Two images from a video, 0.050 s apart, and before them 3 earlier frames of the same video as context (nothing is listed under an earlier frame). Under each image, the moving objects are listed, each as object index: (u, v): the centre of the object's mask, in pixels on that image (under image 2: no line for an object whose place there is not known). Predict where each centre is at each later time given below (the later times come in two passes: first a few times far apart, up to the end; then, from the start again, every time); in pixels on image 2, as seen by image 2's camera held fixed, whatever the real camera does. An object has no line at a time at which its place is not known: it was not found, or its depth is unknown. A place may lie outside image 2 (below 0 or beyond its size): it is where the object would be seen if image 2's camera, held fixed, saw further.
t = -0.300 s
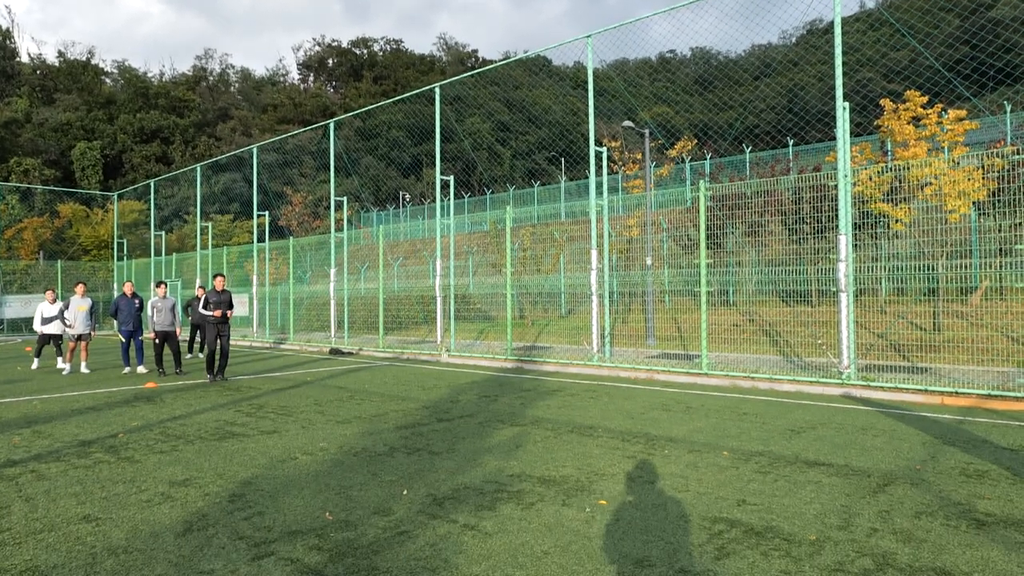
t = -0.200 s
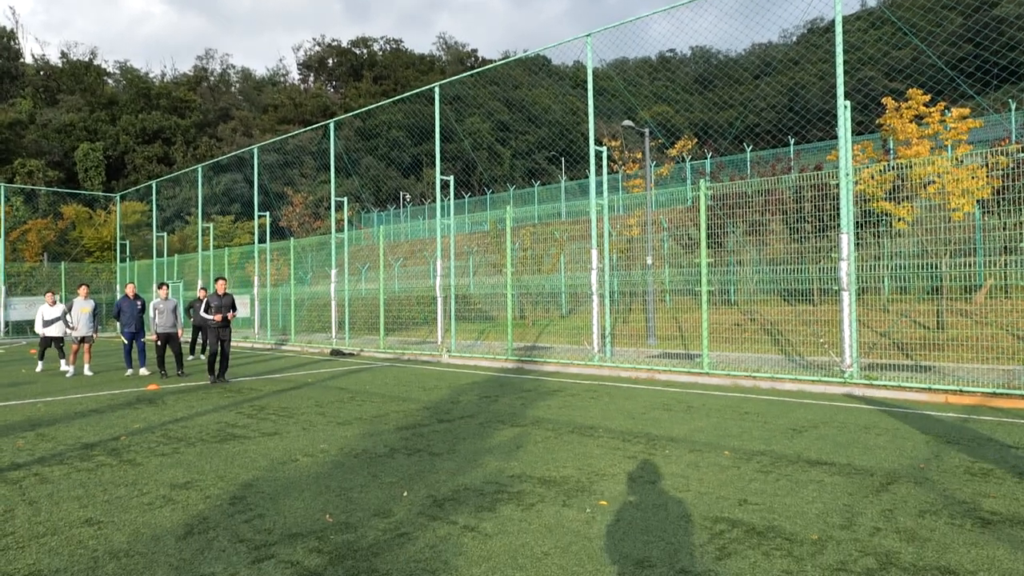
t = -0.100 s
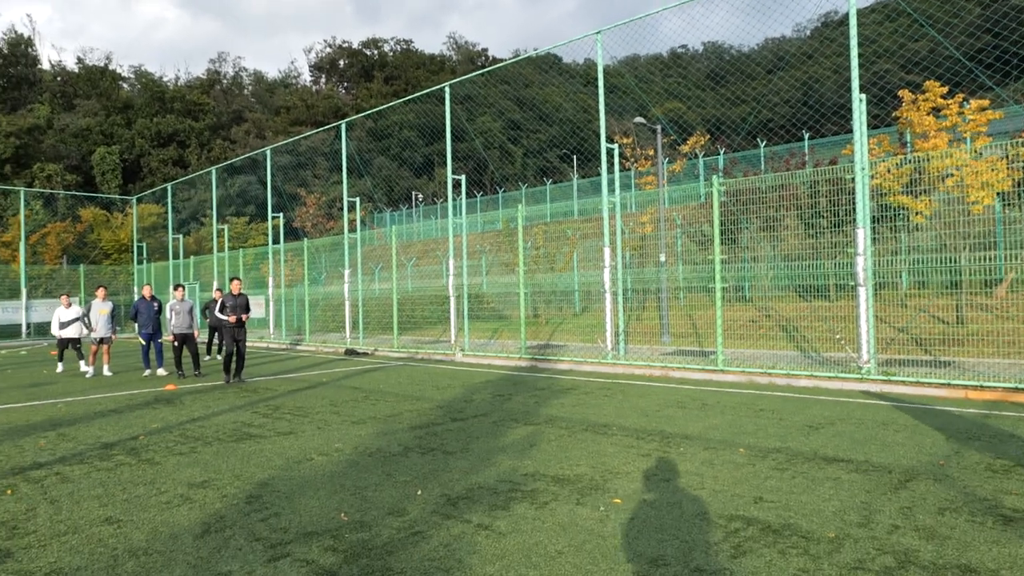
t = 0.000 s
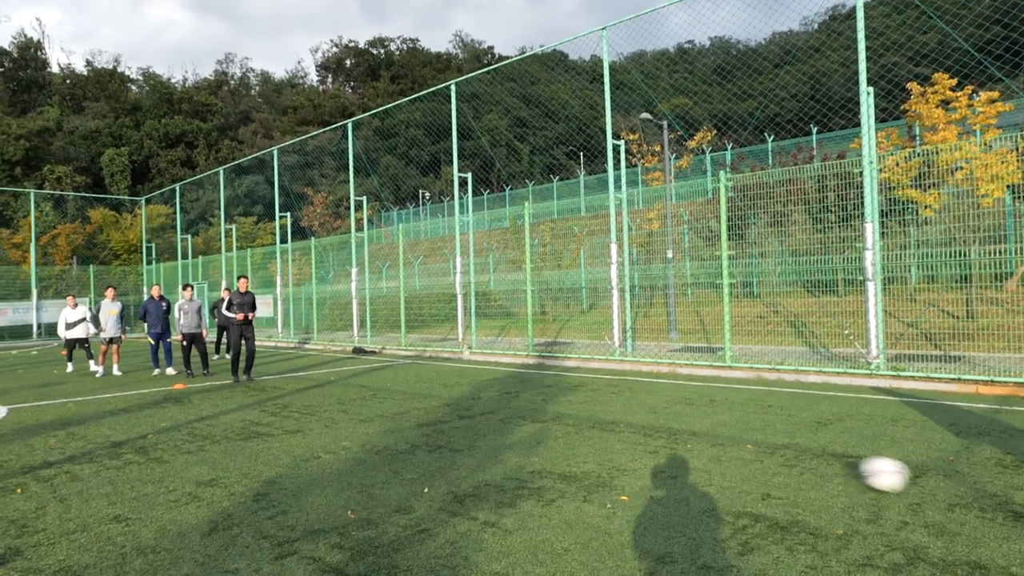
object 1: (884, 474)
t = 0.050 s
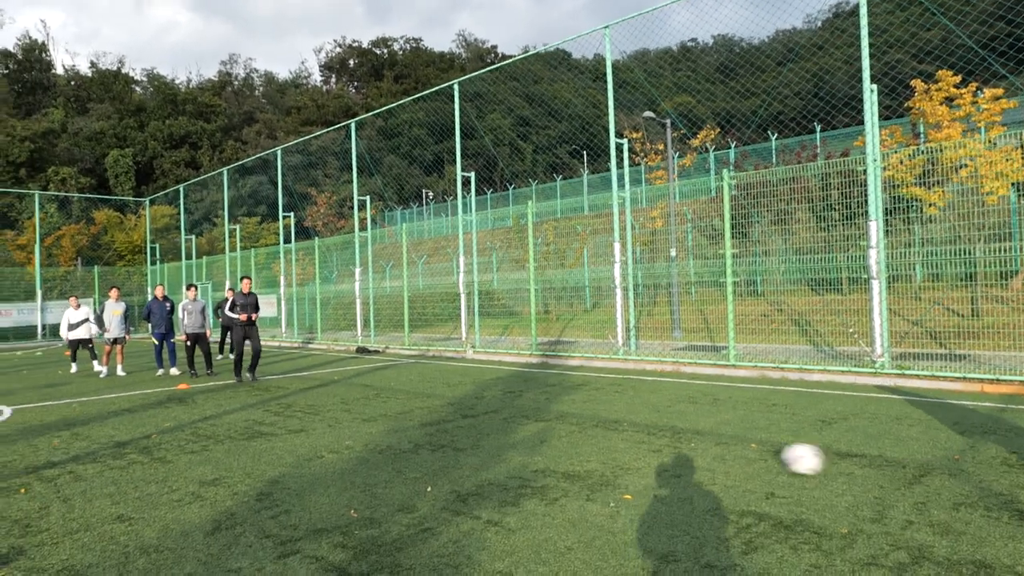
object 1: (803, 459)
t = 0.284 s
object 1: (557, 419)
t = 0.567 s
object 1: (412, 393)
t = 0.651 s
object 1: (385, 386)
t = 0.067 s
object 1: (777, 455)
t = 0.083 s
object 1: (755, 452)
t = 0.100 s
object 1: (732, 449)
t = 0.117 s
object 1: (711, 445)
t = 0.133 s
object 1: (692, 442)
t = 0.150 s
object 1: (674, 439)
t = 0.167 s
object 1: (657, 436)
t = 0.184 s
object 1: (640, 433)
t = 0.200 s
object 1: (625, 431)
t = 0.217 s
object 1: (609, 429)
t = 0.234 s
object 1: (595, 426)
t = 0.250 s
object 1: (582, 424)
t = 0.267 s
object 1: (569, 421)
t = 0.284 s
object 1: (557, 419)
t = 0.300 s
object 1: (545, 417)
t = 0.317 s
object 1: (534, 415)
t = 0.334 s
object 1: (524, 413)
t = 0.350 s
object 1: (513, 412)
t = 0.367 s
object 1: (504, 410)
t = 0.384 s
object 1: (494, 409)
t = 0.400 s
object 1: (486, 407)
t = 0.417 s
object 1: (477, 405)
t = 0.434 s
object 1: (469, 404)
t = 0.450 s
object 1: (461, 402)
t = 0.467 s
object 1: (453, 400)
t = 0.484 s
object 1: (446, 399)
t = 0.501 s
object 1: (438, 397)
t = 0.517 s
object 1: (431, 396)
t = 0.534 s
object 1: (425, 395)
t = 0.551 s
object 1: (419, 394)
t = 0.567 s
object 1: (412, 393)
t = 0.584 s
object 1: (406, 393)
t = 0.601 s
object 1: (400, 391)
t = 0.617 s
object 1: (395, 389)
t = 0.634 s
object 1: (390, 388)
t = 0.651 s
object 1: (385, 386)
